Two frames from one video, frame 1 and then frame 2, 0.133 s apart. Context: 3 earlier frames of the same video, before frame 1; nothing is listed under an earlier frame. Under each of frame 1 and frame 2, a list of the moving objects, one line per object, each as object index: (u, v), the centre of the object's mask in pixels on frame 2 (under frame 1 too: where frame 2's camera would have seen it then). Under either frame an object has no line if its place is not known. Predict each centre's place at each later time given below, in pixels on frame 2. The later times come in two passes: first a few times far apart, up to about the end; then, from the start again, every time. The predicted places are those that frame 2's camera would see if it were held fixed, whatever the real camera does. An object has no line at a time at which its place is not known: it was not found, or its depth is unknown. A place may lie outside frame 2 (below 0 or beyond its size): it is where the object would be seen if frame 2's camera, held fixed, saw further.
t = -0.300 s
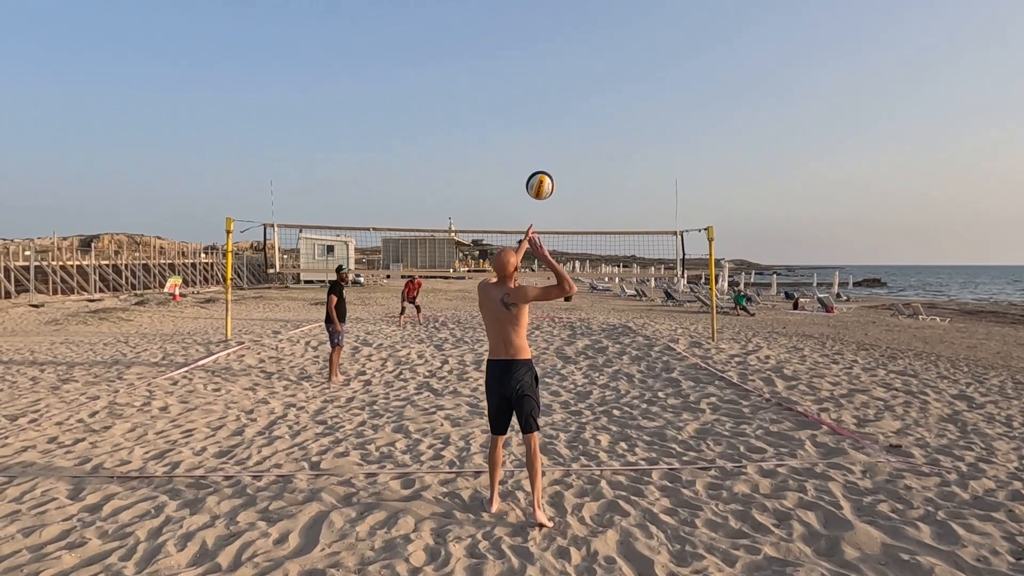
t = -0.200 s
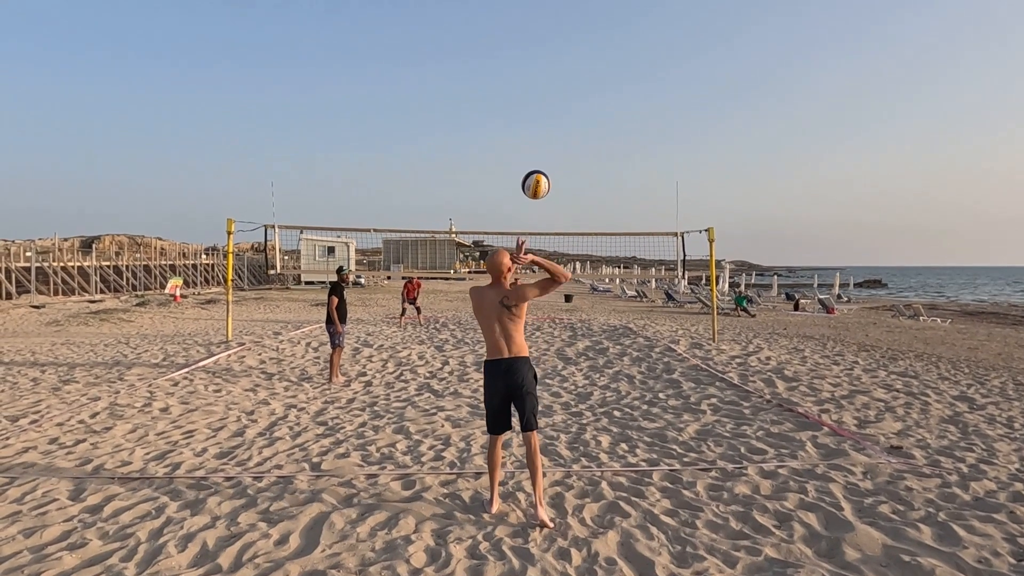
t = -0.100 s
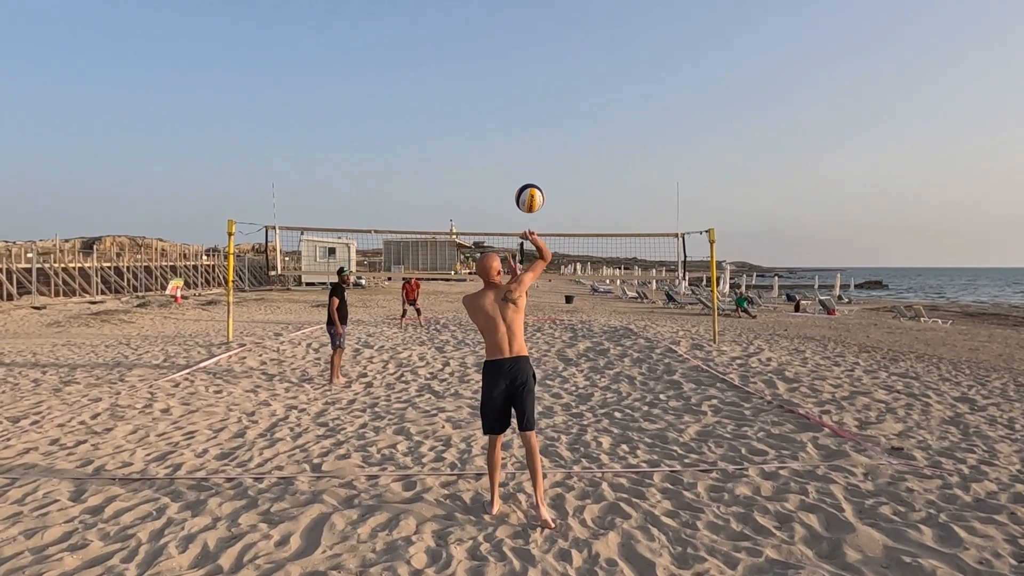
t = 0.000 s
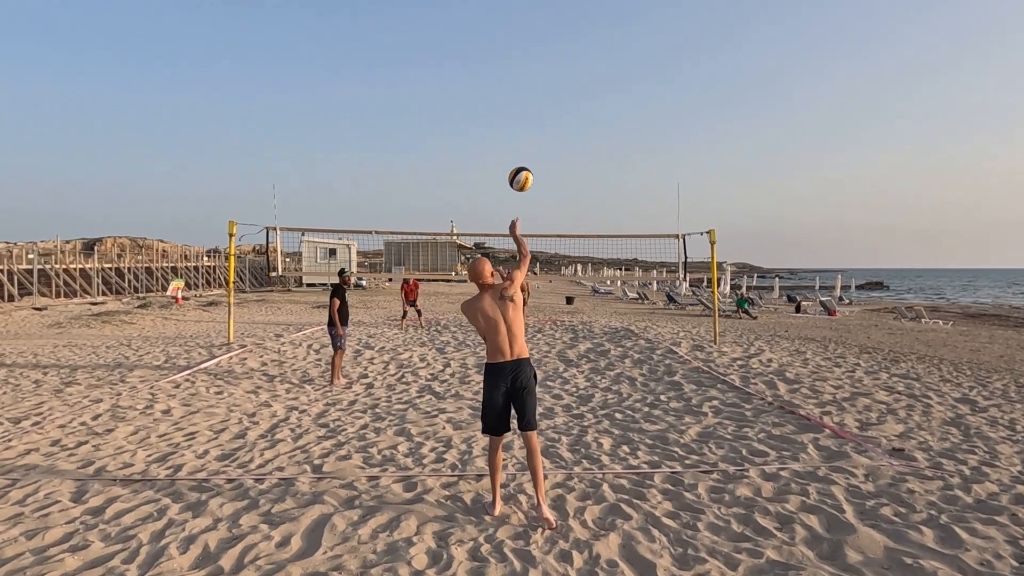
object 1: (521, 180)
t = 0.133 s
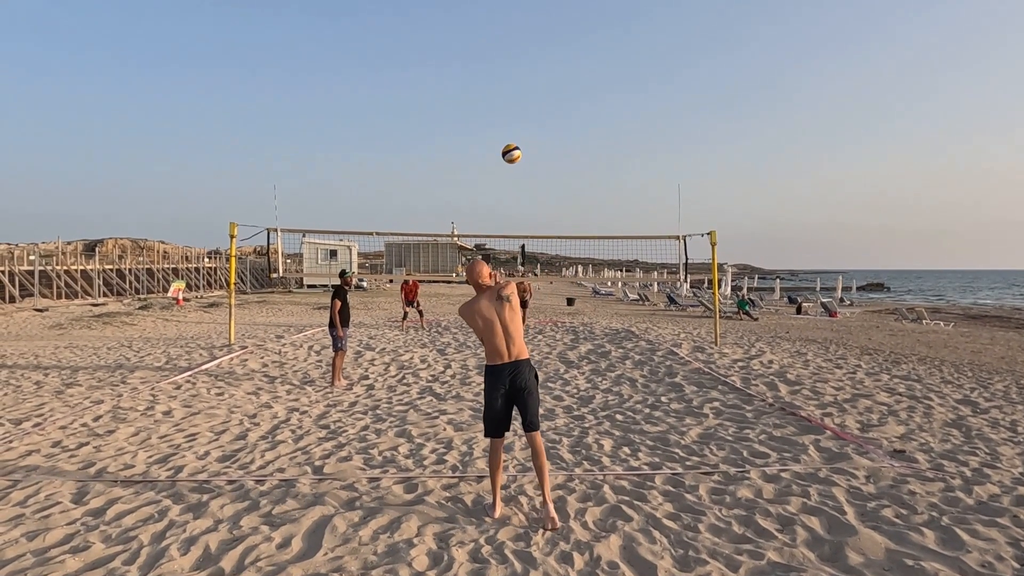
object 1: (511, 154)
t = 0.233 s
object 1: (506, 150)
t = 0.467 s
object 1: (495, 169)
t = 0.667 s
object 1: (486, 200)
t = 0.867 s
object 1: (479, 241)
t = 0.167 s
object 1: (510, 151)
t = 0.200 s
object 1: (508, 150)
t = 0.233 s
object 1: (506, 150)
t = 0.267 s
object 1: (505, 151)
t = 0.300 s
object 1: (503, 152)
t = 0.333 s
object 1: (502, 155)
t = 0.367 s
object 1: (500, 158)
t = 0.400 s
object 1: (498, 161)
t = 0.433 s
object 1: (497, 165)
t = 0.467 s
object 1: (495, 169)
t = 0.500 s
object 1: (494, 174)
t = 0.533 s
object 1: (492, 178)
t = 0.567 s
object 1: (491, 184)
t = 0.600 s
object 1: (489, 189)
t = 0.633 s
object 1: (488, 194)
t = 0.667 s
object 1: (486, 200)
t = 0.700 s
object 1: (485, 206)
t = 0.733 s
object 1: (484, 213)
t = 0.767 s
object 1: (482, 219)
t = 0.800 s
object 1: (481, 226)
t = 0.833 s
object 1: (480, 232)
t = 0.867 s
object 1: (479, 241)
